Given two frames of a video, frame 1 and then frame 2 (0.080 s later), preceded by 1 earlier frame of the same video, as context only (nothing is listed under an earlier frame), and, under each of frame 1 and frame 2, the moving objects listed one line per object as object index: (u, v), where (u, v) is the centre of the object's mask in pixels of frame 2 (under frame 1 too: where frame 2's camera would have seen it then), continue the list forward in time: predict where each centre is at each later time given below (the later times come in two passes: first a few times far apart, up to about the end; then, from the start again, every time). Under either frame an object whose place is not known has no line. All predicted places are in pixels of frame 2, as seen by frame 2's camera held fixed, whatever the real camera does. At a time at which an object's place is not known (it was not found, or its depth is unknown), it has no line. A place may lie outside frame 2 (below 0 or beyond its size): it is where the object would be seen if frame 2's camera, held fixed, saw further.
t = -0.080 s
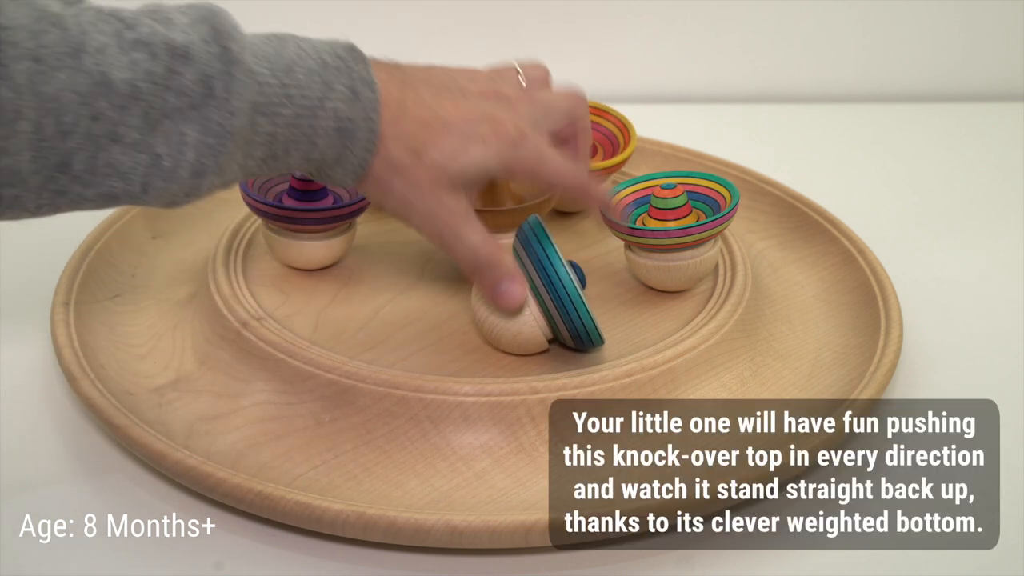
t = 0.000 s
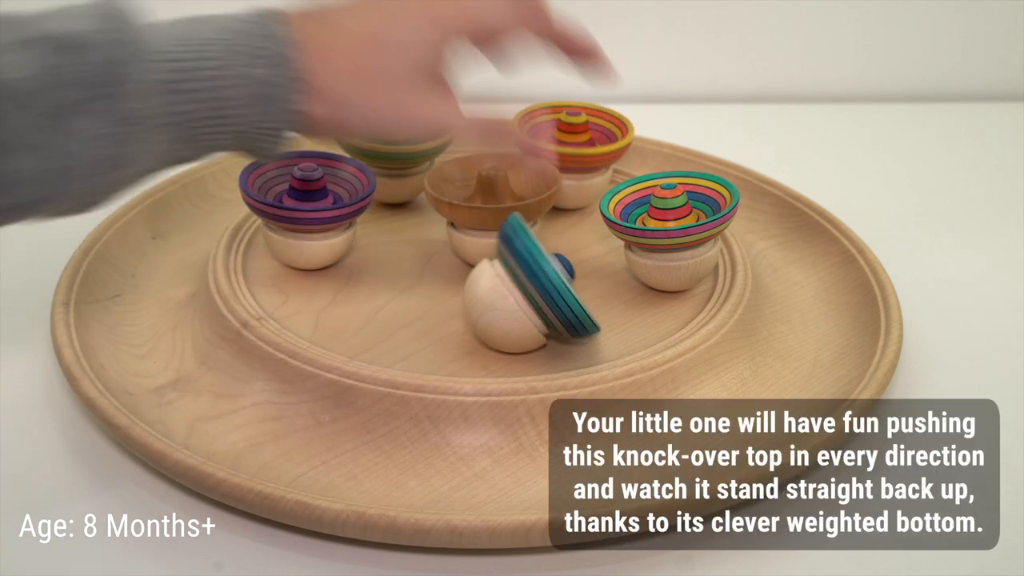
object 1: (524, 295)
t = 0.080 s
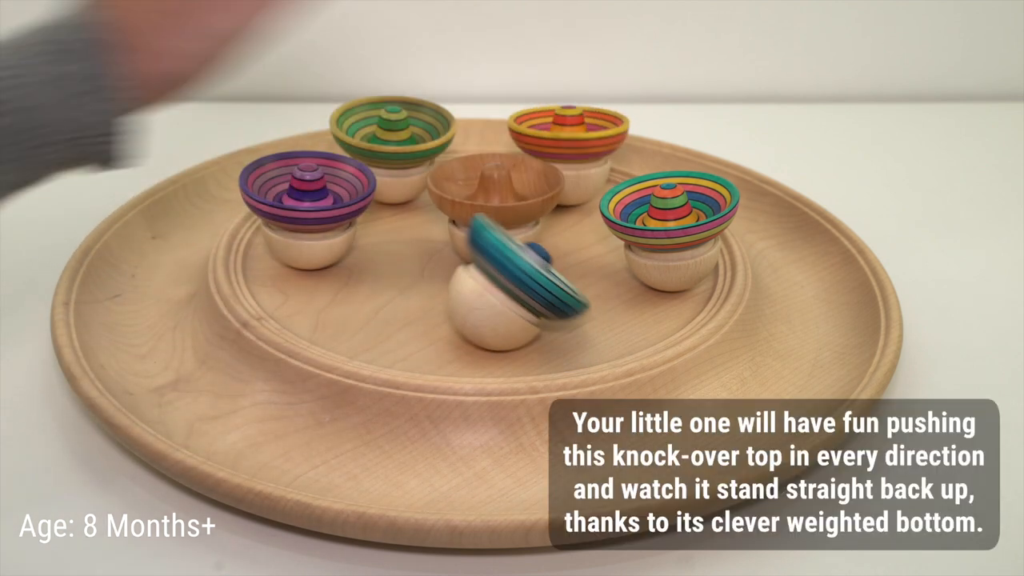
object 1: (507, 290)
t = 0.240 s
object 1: (457, 284)
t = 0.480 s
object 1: (406, 292)
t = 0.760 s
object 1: (435, 286)
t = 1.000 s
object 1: (504, 291)
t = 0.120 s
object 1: (496, 287)
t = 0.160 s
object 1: (484, 286)
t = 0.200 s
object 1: (470, 284)
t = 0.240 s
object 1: (457, 284)
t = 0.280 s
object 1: (444, 285)
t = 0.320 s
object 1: (433, 286)
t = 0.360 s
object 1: (423, 288)
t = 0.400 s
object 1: (415, 290)
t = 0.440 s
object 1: (410, 291)
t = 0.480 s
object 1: (406, 292)
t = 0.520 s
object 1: (404, 292)
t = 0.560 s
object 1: (405, 292)
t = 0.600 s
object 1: (407, 292)
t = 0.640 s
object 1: (411, 291)
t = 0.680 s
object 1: (418, 289)
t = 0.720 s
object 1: (425, 288)
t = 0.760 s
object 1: (435, 286)
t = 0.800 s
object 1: (446, 285)
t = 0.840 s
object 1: (459, 285)
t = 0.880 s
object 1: (471, 286)
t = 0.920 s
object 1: (483, 287)
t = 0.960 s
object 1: (494, 288)
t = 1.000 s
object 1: (504, 291)
